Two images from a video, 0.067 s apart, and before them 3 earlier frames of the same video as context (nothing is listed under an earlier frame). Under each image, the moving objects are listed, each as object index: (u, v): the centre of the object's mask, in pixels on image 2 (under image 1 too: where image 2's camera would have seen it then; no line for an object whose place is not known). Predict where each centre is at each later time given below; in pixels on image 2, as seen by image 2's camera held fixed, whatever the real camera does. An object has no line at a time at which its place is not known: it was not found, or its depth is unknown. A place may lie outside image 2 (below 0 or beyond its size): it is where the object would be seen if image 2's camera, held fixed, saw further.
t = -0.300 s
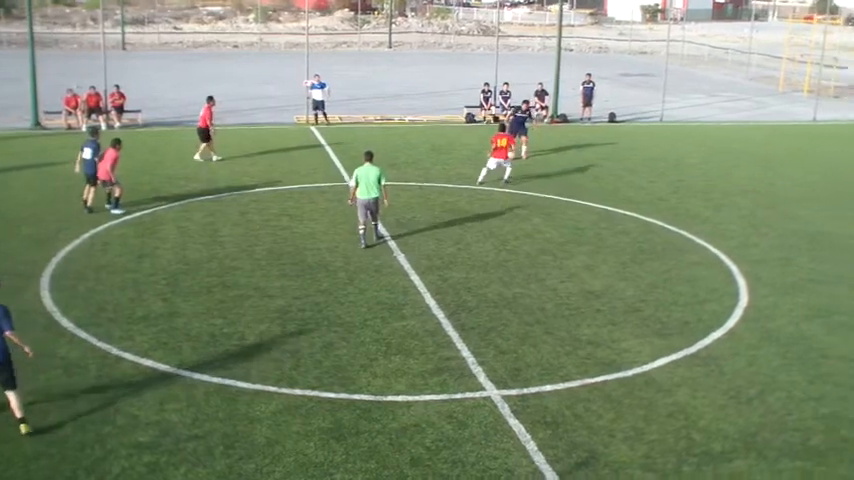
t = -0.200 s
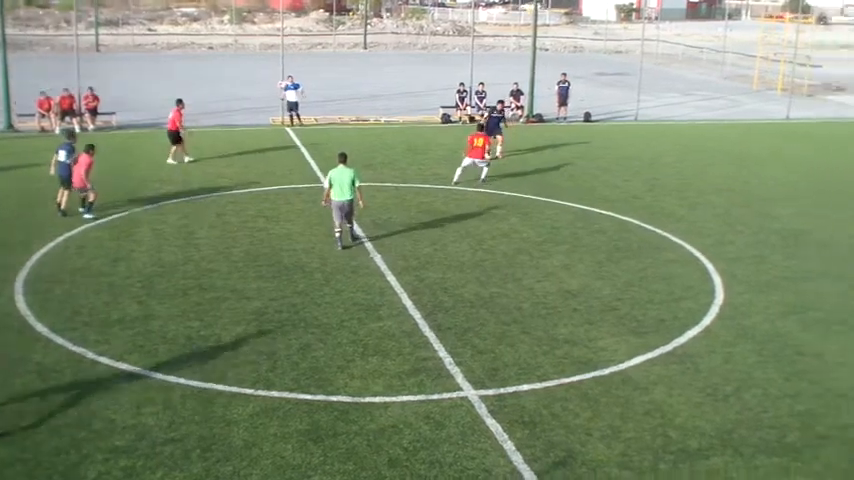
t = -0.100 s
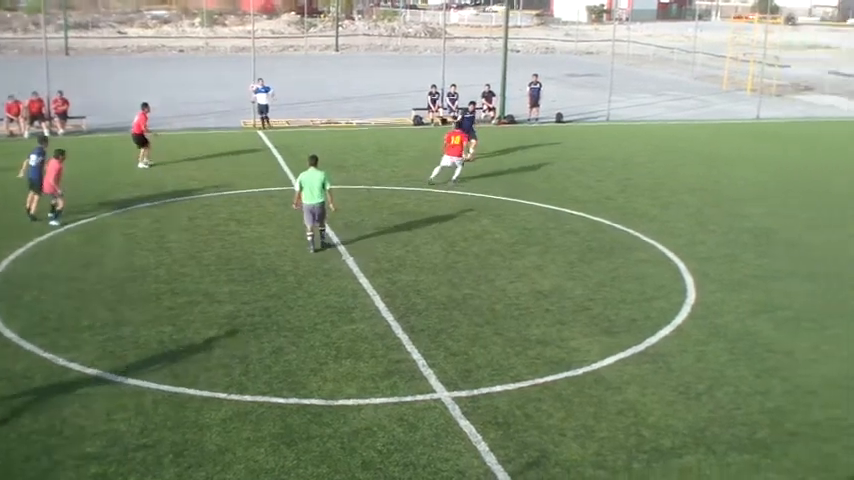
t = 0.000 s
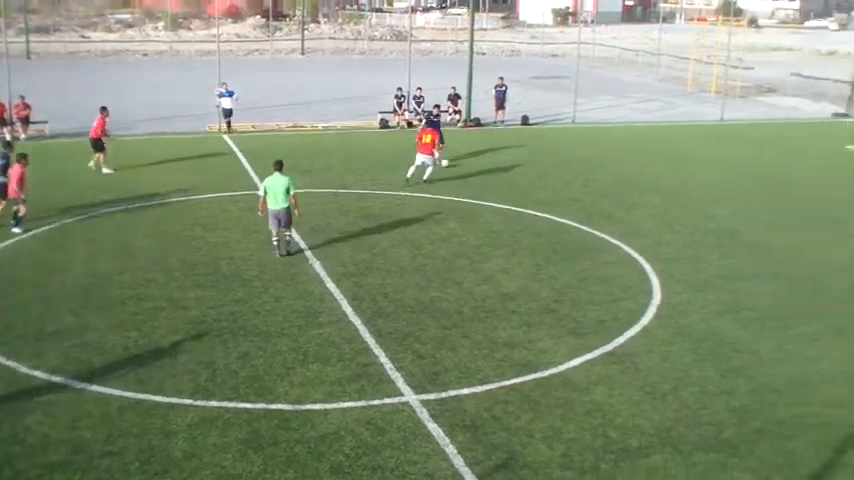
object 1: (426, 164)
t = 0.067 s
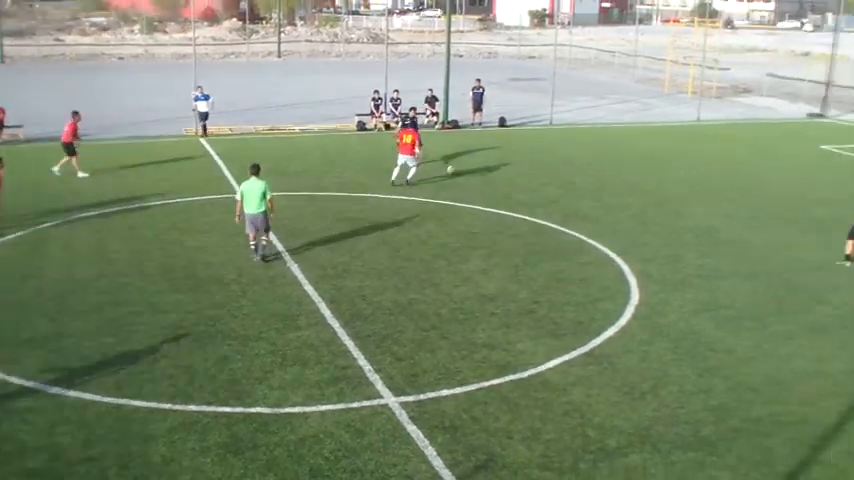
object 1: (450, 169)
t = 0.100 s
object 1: (464, 172)
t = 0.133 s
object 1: (477, 174)
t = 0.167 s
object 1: (490, 176)
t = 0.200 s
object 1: (503, 179)
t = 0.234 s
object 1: (515, 181)
